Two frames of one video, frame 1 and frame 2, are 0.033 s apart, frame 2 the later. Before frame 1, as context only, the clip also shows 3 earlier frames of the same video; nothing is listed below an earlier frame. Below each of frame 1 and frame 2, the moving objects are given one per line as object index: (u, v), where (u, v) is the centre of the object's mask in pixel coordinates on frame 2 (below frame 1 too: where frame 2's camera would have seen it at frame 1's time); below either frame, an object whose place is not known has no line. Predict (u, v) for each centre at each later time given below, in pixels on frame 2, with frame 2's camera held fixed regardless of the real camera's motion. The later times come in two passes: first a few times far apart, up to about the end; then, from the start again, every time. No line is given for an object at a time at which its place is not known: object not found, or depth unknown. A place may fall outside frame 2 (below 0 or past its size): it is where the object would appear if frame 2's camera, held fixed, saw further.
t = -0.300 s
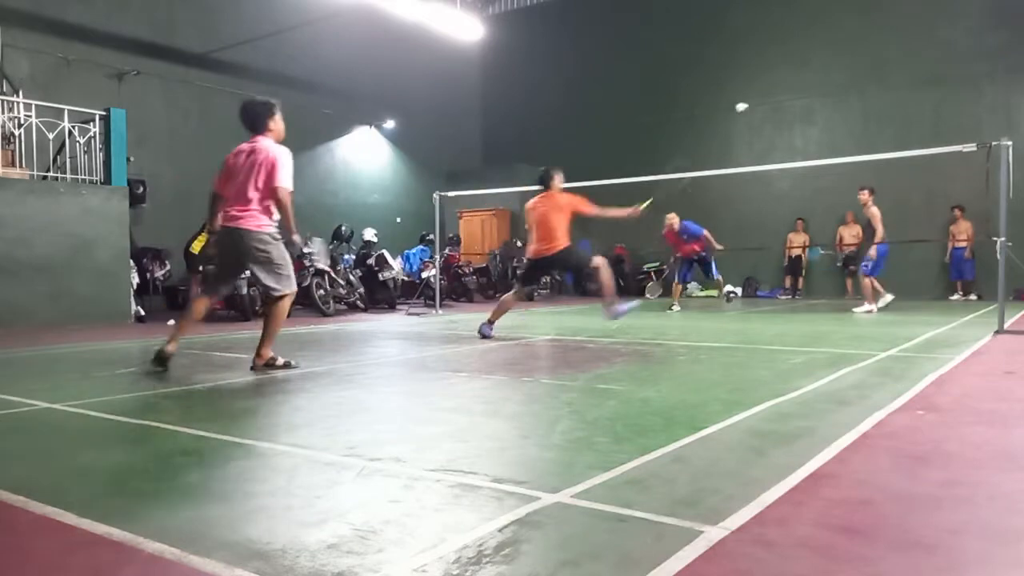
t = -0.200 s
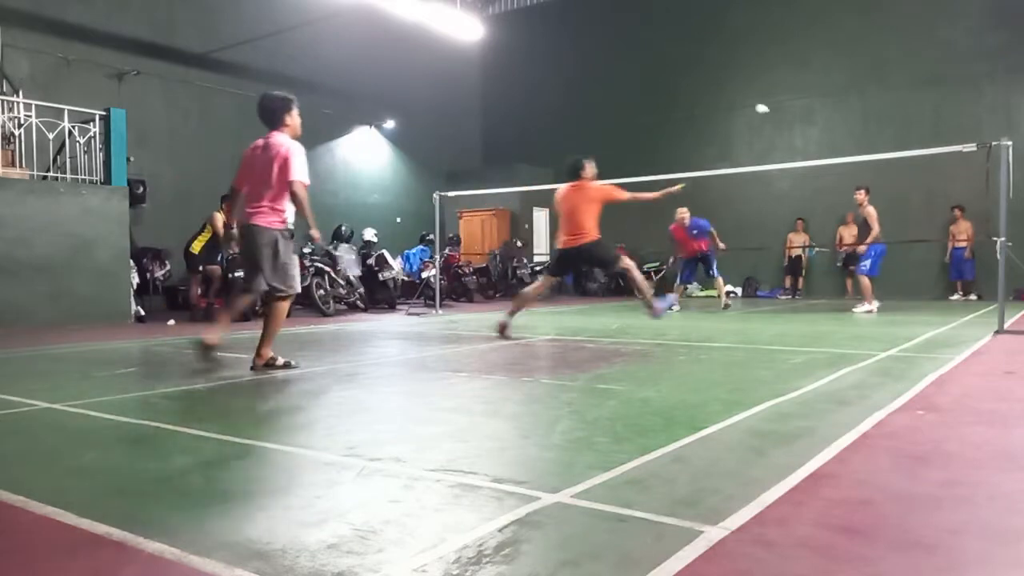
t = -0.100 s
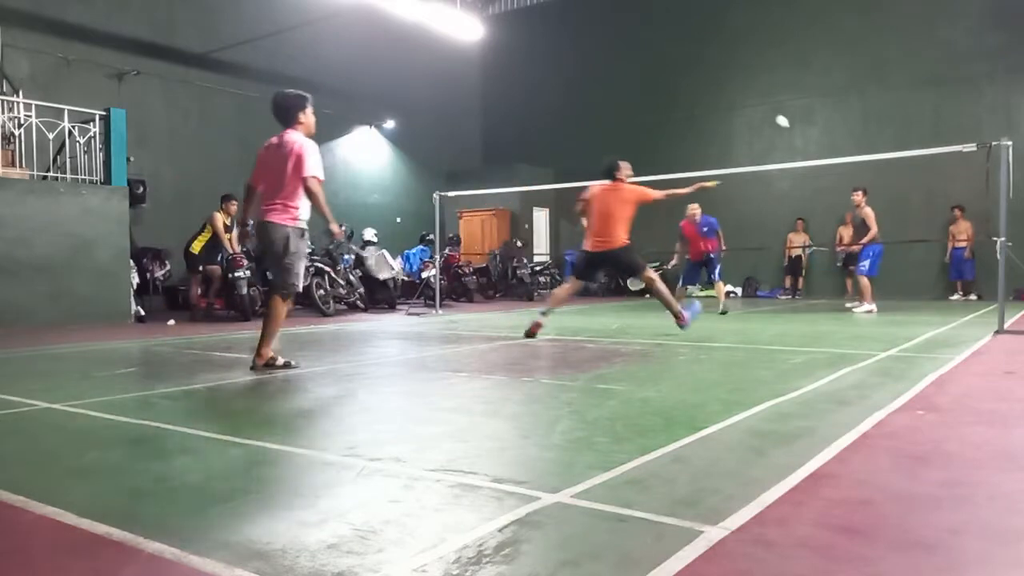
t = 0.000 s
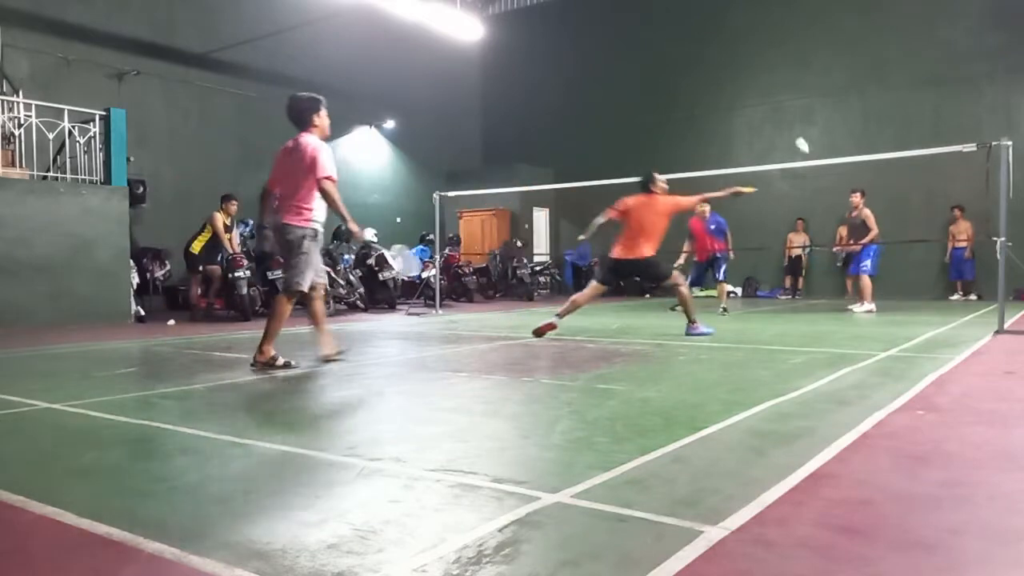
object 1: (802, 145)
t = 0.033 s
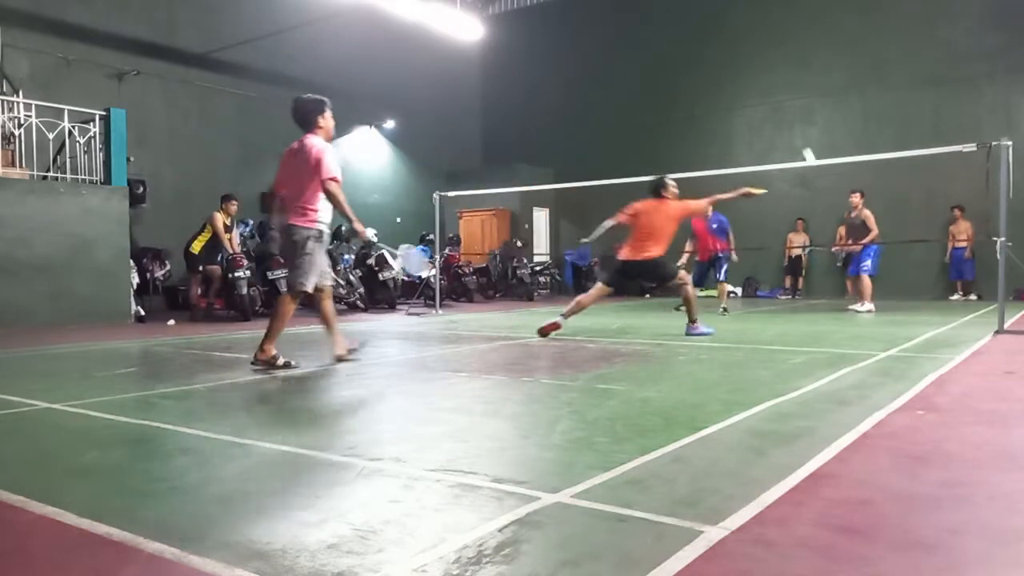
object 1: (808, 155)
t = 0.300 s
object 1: (814, 116)
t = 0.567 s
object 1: (804, 116)
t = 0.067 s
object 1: (816, 168)
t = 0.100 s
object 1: (819, 173)
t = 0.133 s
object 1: (820, 164)
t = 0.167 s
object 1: (821, 151)
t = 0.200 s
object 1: (819, 141)
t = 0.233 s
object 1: (817, 131)
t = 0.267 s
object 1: (816, 123)
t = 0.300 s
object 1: (814, 116)
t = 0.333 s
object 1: (812, 111)
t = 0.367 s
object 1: (811, 108)
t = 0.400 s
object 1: (810, 107)
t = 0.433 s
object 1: (808, 107)
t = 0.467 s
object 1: (807, 108)
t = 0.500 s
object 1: (806, 110)
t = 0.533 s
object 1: (805, 113)
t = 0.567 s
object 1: (804, 116)
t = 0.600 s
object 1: (804, 120)
